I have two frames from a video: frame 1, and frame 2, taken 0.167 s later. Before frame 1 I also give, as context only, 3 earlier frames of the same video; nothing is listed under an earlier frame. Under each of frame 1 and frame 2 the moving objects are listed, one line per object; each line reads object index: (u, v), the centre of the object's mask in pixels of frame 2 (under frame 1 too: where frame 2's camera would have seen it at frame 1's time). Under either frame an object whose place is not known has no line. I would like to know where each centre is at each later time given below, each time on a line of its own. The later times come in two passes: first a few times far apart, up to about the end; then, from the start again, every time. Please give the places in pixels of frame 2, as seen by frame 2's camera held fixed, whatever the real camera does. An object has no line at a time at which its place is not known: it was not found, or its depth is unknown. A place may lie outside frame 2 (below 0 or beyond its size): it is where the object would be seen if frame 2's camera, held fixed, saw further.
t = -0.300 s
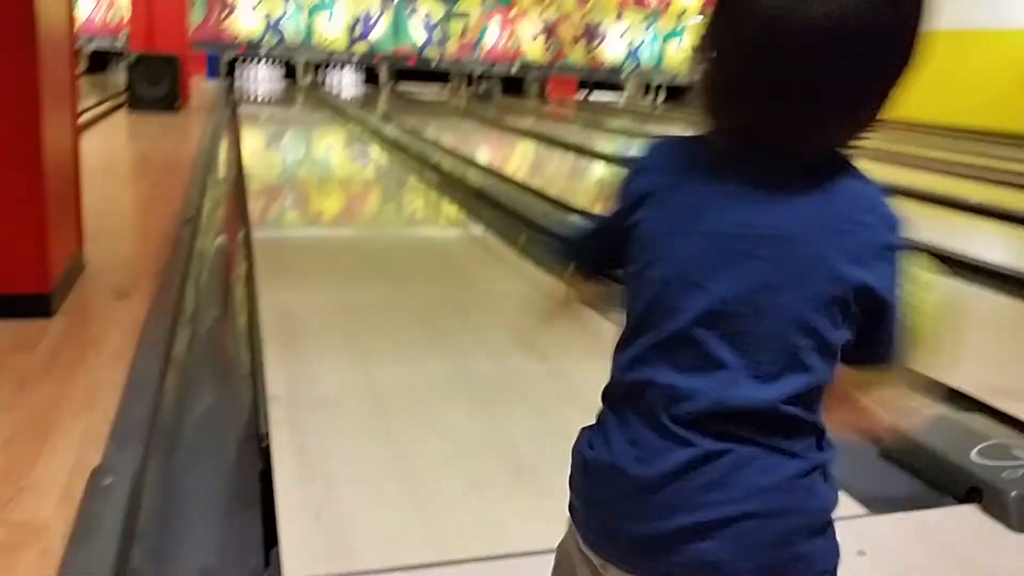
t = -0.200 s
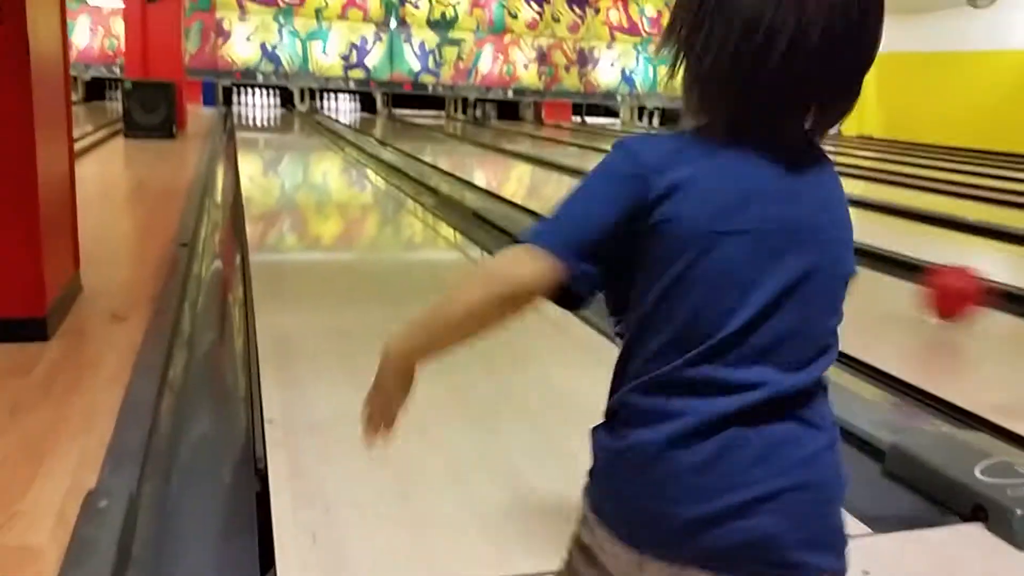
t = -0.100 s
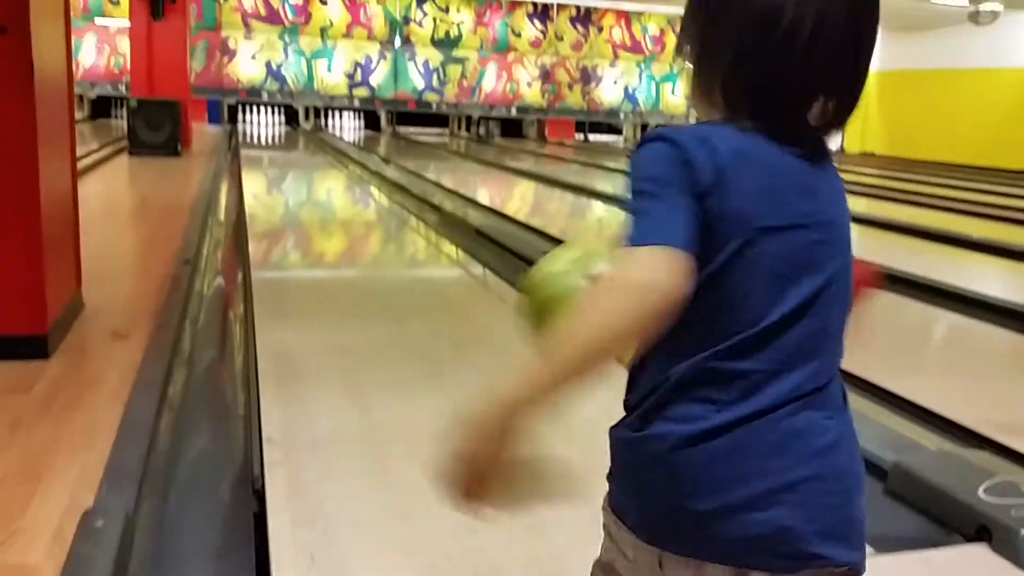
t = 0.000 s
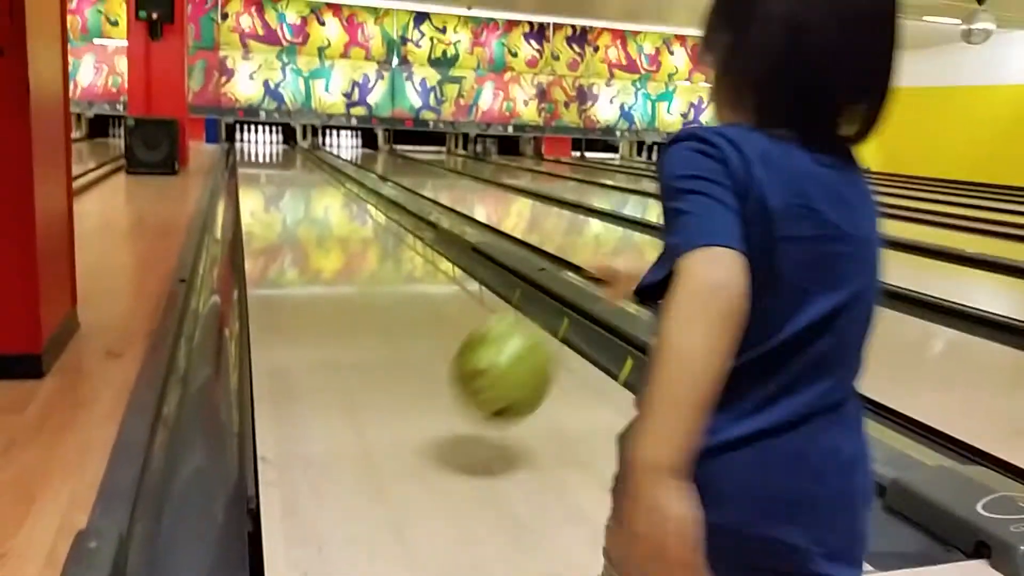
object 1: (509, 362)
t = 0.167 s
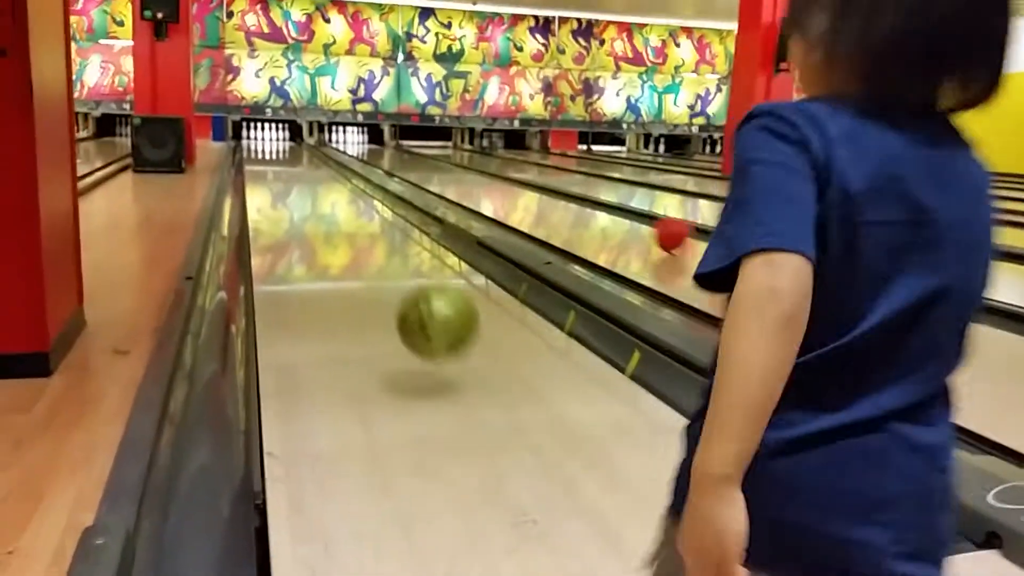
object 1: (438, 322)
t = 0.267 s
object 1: (408, 298)
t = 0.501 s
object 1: (360, 289)
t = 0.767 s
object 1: (328, 259)
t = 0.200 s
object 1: (427, 308)
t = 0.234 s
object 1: (418, 302)
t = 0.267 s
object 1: (408, 298)
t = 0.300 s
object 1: (400, 298)
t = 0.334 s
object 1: (392, 302)
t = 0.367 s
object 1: (384, 307)
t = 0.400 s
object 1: (377, 306)
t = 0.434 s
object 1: (371, 296)
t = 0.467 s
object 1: (365, 291)
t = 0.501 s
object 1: (360, 289)
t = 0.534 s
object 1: (354, 286)
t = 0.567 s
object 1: (350, 281)
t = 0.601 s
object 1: (345, 278)
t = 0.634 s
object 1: (341, 274)
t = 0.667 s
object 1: (337, 270)
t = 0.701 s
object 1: (334, 266)
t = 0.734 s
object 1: (331, 263)
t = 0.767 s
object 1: (328, 259)
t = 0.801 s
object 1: (325, 256)
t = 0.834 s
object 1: (323, 253)
